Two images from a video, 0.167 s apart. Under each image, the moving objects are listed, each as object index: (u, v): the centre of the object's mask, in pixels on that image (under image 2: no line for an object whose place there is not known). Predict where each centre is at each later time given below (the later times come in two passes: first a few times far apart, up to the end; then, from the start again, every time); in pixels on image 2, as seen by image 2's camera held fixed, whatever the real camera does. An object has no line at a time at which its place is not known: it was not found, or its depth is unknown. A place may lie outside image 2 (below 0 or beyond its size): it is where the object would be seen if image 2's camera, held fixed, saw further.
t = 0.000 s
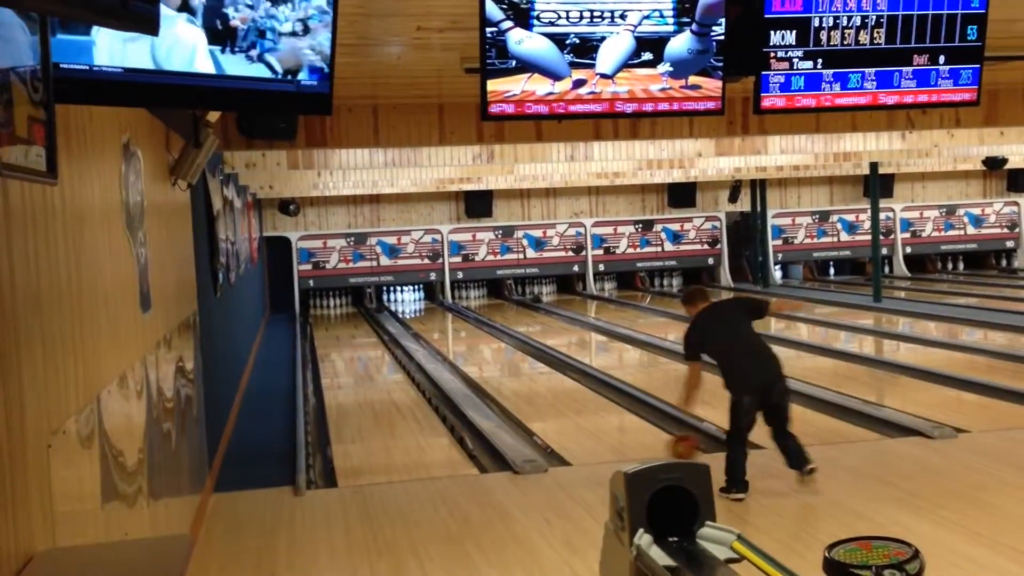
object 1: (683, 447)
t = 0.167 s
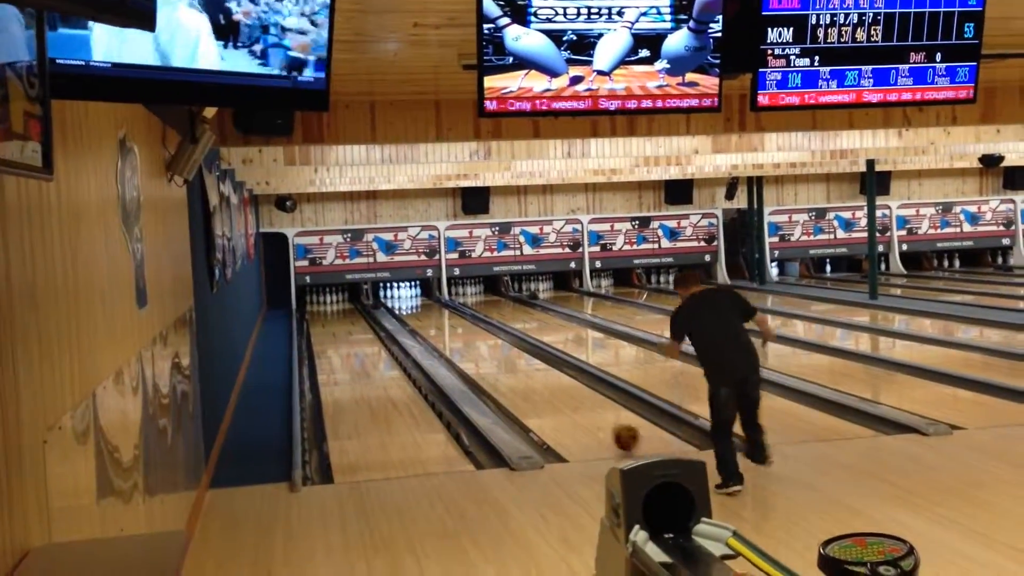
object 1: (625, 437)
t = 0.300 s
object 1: (592, 422)
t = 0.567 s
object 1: (539, 395)
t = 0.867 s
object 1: (495, 373)
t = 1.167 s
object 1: (462, 357)
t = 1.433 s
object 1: (439, 345)
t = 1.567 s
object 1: (429, 343)
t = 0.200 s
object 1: (617, 435)
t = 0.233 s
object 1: (608, 431)
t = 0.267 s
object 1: (600, 426)
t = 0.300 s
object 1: (592, 422)
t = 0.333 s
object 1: (584, 418)
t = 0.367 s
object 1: (577, 414)
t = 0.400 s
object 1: (570, 410)
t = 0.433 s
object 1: (564, 407)
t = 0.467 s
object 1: (557, 404)
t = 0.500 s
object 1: (551, 401)
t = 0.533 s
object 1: (546, 398)
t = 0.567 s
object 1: (539, 395)
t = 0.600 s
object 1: (534, 392)
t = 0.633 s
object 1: (528, 390)
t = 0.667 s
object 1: (523, 387)
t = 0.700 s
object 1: (519, 385)
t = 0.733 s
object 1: (513, 382)
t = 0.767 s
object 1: (508, 380)
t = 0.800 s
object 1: (503, 378)
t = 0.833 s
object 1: (499, 375)
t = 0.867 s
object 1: (495, 373)
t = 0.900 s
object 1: (491, 371)
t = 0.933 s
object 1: (487, 369)
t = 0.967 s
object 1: (483, 367)
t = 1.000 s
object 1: (479, 364)
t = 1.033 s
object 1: (475, 362)
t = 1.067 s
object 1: (472, 361)
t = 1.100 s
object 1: (468, 360)
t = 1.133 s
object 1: (465, 358)
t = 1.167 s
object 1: (462, 357)
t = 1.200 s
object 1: (459, 355)
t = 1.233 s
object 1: (455, 353)
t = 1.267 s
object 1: (453, 351)
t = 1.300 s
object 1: (450, 350)
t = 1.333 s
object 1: (447, 349)
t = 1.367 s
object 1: (445, 348)
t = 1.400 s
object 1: (442, 347)
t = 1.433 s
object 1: (439, 345)
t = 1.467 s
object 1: (438, 344)
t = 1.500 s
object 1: (434, 344)
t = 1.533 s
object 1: (431, 343)
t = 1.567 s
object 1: (429, 343)
